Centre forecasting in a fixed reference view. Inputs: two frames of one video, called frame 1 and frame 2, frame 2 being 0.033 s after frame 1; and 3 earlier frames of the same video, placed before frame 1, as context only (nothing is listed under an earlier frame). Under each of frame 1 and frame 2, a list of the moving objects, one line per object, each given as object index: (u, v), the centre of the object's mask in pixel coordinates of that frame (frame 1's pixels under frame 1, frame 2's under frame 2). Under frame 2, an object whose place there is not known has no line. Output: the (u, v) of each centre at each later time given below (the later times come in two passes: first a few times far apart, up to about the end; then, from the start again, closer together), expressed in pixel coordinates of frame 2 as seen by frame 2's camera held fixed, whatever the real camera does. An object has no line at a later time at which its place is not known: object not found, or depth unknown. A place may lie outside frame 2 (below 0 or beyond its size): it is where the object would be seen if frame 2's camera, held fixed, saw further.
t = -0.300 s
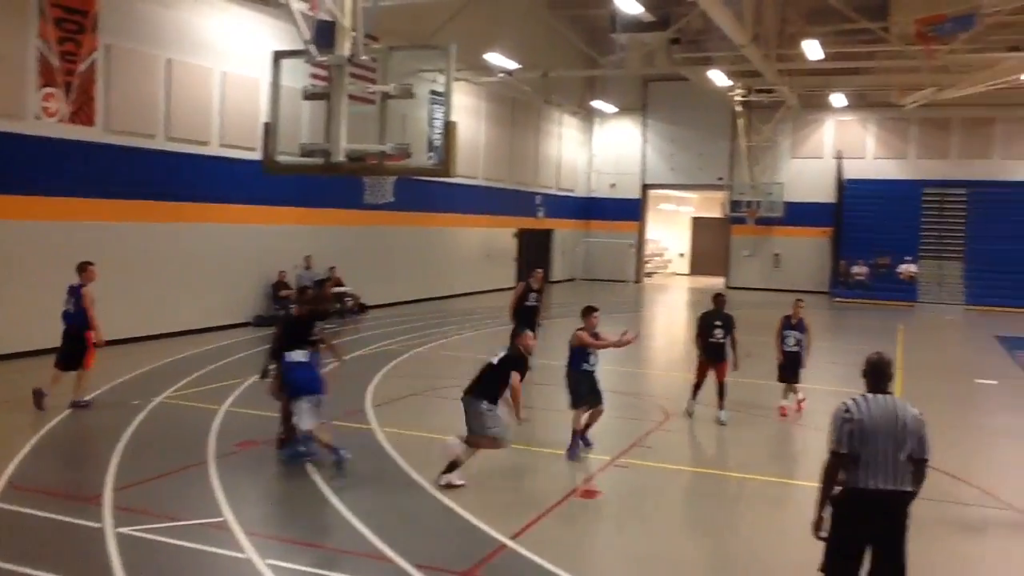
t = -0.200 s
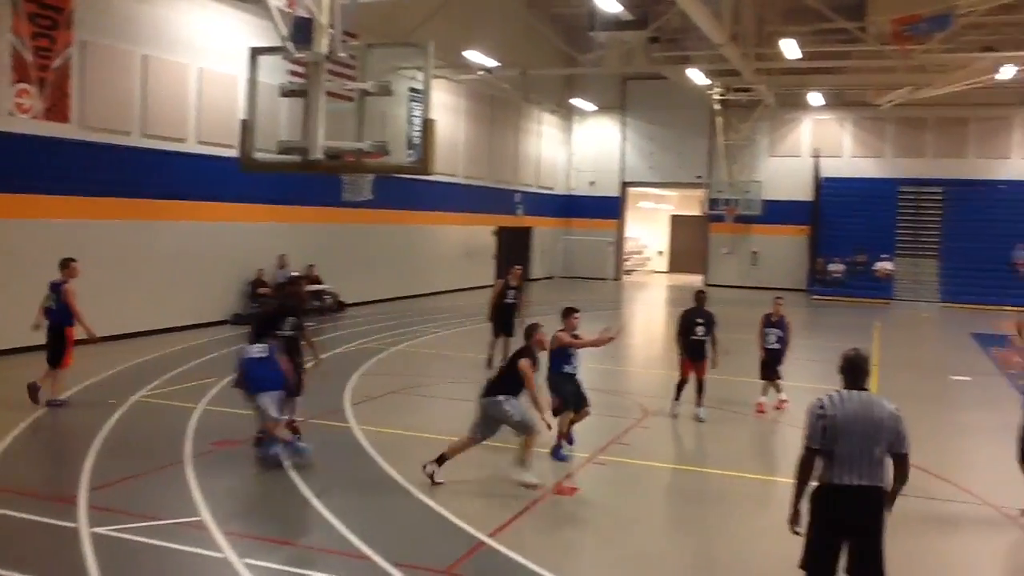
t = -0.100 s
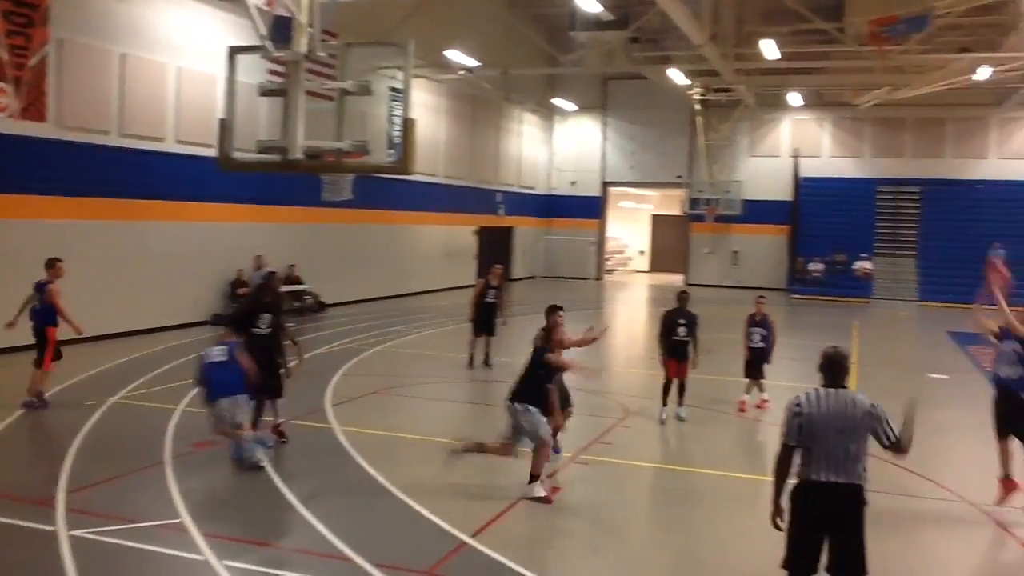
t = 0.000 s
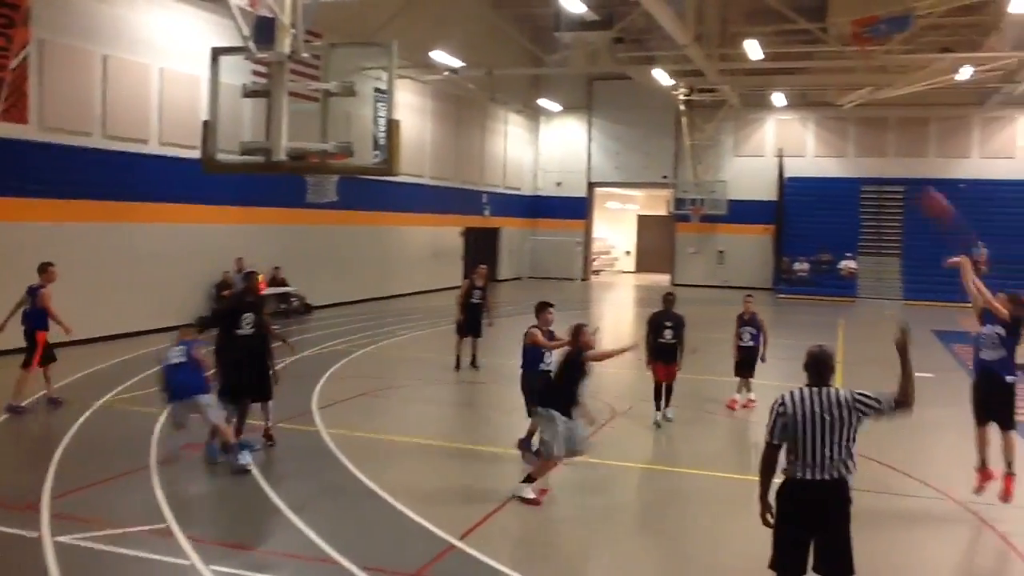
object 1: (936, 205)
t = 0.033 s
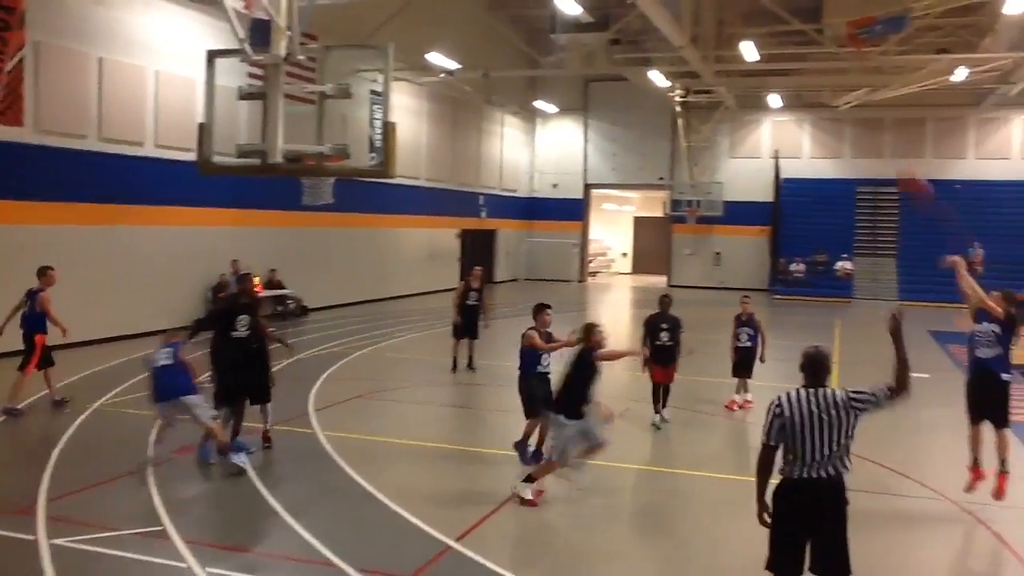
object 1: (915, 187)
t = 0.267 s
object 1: (787, 64)
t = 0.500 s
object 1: (659, -2)
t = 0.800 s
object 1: (499, 8)
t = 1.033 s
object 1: (369, 83)
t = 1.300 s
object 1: (345, 183)
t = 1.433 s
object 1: (347, 186)
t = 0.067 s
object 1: (893, 164)
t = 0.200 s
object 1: (825, 94)
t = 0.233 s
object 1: (807, 79)
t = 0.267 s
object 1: (787, 64)
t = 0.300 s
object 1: (770, 50)
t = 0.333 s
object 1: (750, 35)
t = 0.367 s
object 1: (730, 26)
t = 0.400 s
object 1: (714, 19)
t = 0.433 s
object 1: (695, 9)
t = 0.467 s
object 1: (680, 5)
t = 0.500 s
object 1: (659, -2)
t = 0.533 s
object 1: (641, -6)
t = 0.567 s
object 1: (621, -8)
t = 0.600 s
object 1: (607, -7)
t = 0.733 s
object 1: (535, -3)
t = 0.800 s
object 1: (499, 8)
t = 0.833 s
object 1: (480, 15)
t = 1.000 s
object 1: (396, 68)
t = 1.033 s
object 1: (369, 83)
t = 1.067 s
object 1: (356, 94)
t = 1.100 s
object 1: (338, 115)
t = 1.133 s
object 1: (326, 132)
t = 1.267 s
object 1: (342, 183)
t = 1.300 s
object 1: (345, 183)
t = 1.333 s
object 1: (350, 183)
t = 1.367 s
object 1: (351, 183)
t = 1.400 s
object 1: (348, 185)
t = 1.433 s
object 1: (347, 186)
